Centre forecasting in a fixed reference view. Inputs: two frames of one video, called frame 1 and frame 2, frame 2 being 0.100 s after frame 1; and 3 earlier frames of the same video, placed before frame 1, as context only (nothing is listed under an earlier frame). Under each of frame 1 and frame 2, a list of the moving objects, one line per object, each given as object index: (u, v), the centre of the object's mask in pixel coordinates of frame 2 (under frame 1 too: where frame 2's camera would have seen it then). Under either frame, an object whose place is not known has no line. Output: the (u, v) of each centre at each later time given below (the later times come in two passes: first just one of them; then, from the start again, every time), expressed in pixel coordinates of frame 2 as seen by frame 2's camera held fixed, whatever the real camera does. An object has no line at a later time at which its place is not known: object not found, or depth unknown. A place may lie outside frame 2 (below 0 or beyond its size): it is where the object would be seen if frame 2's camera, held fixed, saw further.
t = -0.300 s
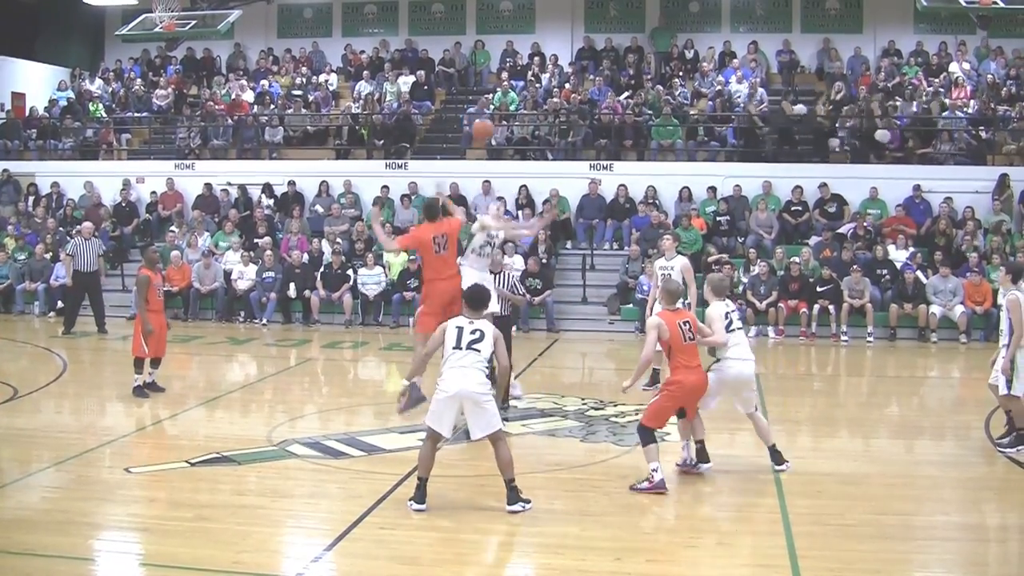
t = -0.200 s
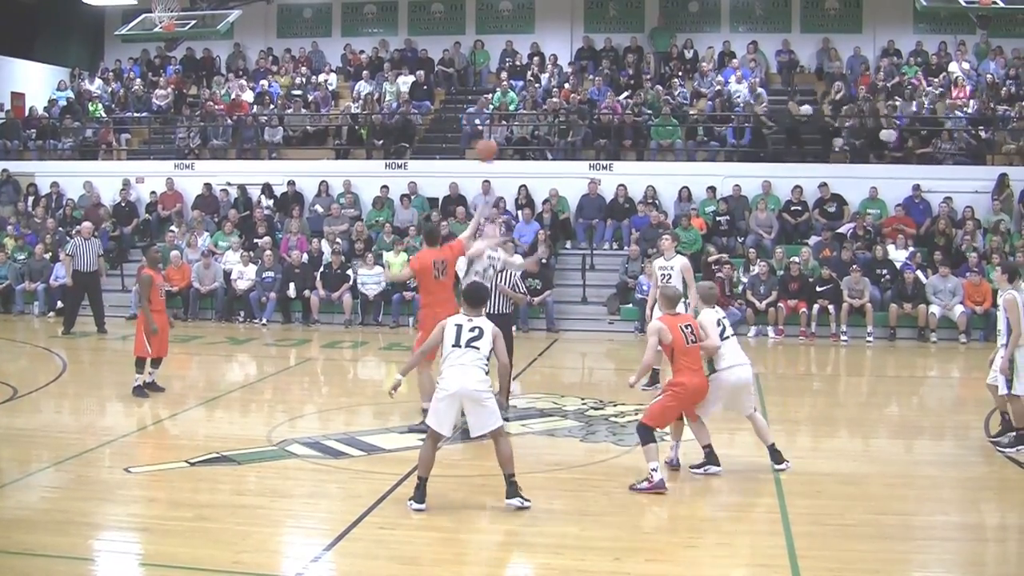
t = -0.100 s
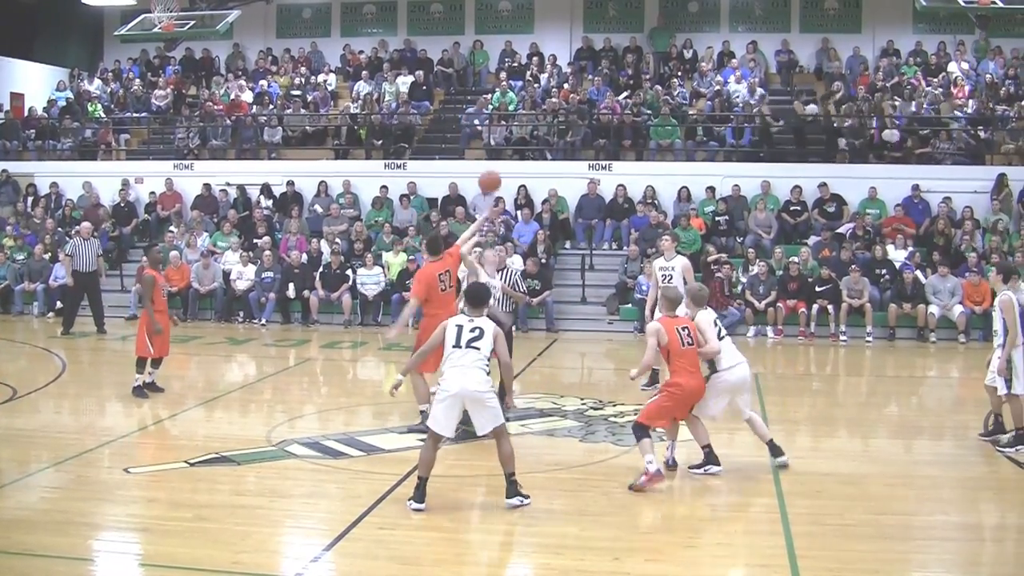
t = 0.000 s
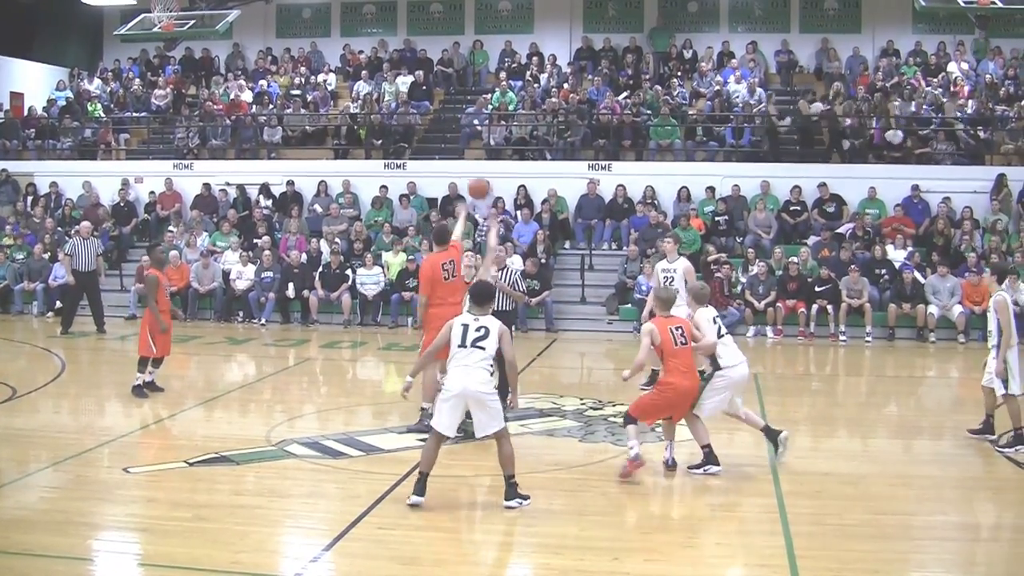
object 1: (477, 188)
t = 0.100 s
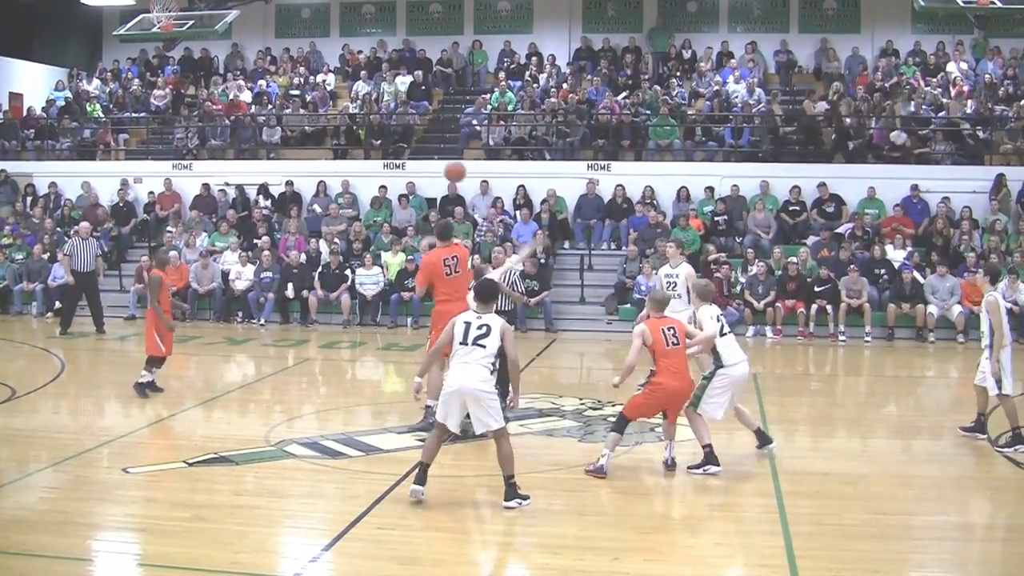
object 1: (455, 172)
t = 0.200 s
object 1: (433, 164)
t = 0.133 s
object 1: (447, 168)
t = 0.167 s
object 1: (440, 165)
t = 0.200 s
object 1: (433, 164)
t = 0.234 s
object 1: (426, 163)
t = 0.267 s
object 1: (419, 164)
